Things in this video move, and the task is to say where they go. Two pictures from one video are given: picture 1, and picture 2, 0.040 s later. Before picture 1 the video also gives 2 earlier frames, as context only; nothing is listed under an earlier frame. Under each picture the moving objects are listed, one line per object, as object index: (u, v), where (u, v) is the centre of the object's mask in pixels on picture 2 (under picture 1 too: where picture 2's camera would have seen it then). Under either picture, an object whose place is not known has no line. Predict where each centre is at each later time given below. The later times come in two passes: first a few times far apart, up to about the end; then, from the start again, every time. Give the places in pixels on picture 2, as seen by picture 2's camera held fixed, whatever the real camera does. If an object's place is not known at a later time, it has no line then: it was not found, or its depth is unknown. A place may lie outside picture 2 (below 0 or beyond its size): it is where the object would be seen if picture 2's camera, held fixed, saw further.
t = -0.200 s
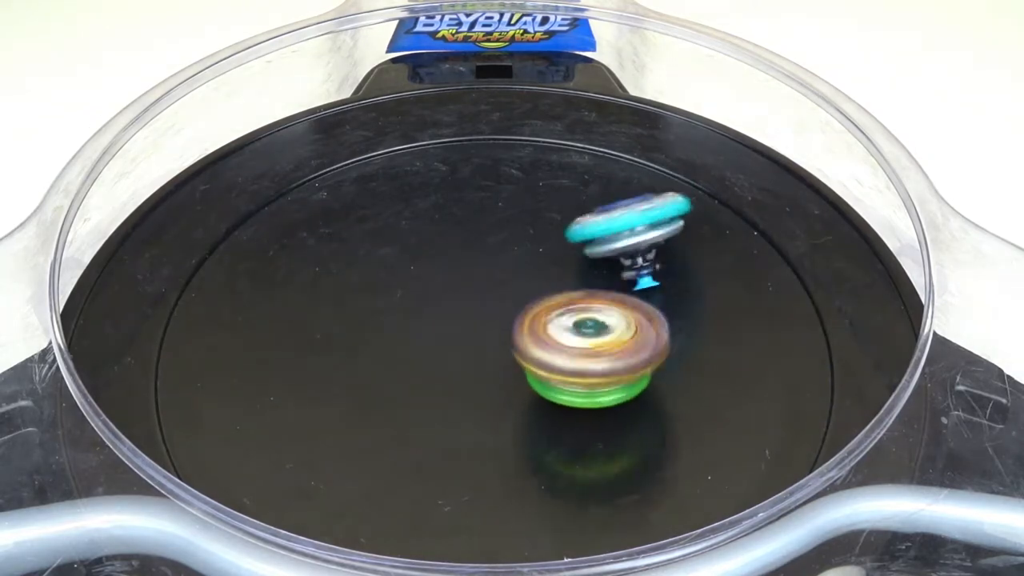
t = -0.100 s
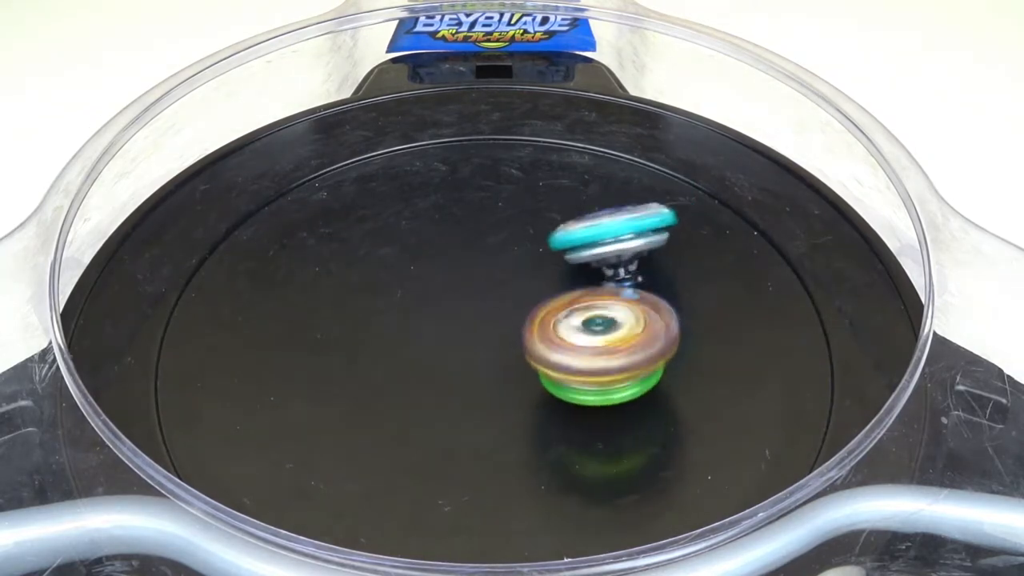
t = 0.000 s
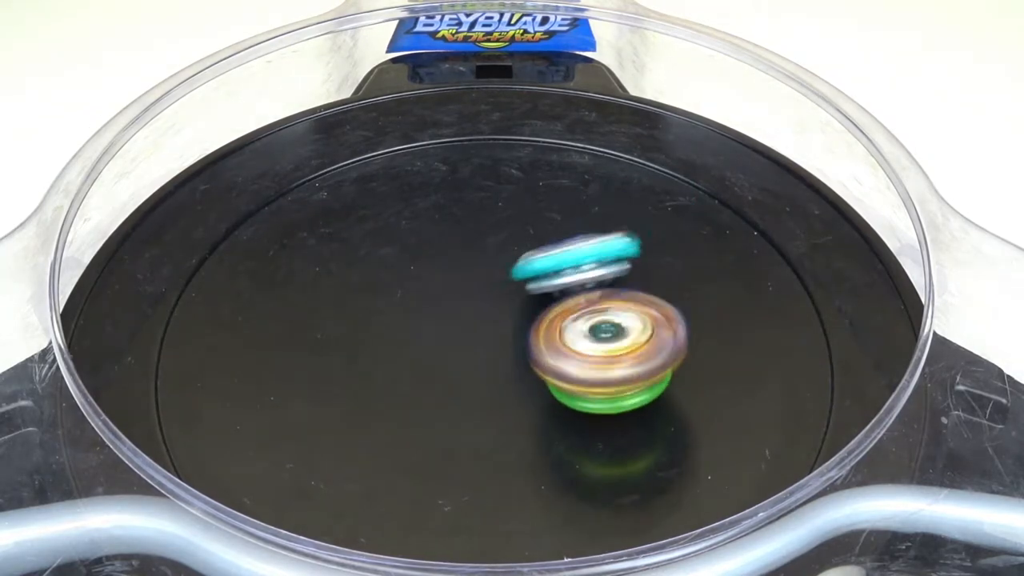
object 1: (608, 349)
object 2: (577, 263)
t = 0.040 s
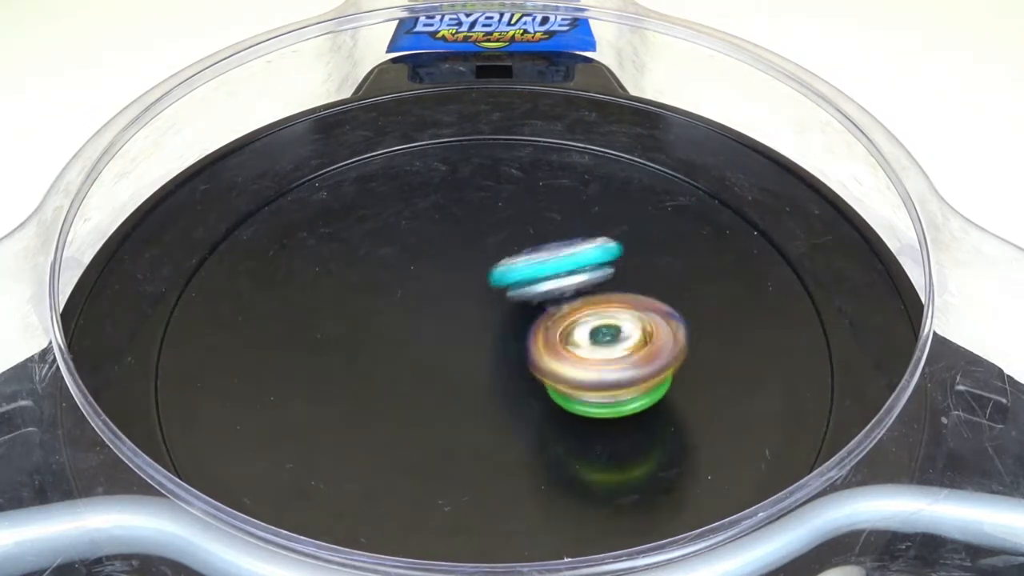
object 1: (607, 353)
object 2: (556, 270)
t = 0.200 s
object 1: (650, 386)
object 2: (372, 284)
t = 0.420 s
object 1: (616, 367)
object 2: (268, 350)
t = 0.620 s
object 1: (567, 338)
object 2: (359, 375)
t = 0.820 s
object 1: (493, 297)
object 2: (392, 410)
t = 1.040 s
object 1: (422, 271)
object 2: (388, 429)
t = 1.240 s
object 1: (410, 267)
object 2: (416, 385)
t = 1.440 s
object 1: (406, 282)
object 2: (578, 322)
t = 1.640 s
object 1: (433, 305)
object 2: (642, 275)
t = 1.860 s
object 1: (497, 352)
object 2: (573, 257)
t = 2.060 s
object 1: (541, 371)
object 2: (575, 235)
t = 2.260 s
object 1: (555, 361)
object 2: (569, 250)
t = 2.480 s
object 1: (588, 360)
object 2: (424, 298)
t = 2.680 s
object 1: (566, 349)
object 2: (329, 327)
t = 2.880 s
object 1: (524, 328)
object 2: (376, 353)
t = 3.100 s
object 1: (526, 316)
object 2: (360, 368)
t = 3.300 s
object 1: (525, 318)
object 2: (366, 337)
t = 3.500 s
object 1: (559, 320)
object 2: (428, 345)
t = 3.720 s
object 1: (598, 309)
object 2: (446, 379)
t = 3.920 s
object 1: (596, 301)
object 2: (476, 367)
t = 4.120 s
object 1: (571, 281)
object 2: (496, 389)
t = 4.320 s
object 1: (488, 289)
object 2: (505, 416)
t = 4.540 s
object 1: (409, 323)
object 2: (537, 397)
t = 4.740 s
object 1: (407, 361)
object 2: (552, 401)
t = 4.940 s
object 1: (420, 370)
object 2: (574, 378)
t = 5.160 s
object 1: (427, 348)
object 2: (547, 326)
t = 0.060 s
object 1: (611, 356)
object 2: (543, 280)
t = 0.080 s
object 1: (622, 367)
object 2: (519, 285)
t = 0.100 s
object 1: (633, 373)
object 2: (492, 280)
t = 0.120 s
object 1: (640, 379)
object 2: (467, 282)
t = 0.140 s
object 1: (647, 383)
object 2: (440, 291)
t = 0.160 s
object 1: (649, 386)
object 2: (416, 286)
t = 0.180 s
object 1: (651, 386)
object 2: (394, 283)
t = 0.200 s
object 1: (650, 386)
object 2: (372, 284)
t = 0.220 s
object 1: (649, 385)
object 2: (350, 296)
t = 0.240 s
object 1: (647, 384)
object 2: (329, 310)
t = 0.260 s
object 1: (645, 383)
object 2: (314, 304)
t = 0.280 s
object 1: (642, 381)
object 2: (300, 303)
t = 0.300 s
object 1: (638, 379)
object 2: (288, 310)
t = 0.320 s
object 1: (635, 377)
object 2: (278, 325)
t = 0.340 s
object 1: (631, 375)
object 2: (268, 341)
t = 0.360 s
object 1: (628, 373)
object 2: (264, 340)
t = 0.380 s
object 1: (623, 371)
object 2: (262, 343)
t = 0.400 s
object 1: (621, 368)
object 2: (262, 351)
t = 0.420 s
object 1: (616, 367)
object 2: (268, 350)
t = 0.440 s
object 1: (613, 363)
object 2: (275, 355)
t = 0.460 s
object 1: (608, 362)
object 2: (284, 366)
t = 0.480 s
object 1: (604, 359)
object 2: (290, 366)
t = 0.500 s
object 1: (598, 356)
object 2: (296, 360)
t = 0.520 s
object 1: (595, 353)
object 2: (304, 359)
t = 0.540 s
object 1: (589, 351)
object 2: (313, 362)
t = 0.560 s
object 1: (585, 348)
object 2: (324, 361)
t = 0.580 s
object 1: (579, 345)
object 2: (335, 363)
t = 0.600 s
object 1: (574, 342)
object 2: (348, 369)
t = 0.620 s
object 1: (567, 338)
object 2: (359, 375)
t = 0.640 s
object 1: (561, 334)
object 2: (368, 377)
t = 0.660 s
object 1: (554, 330)
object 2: (375, 381)
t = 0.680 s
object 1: (547, 326)
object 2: (383, 392)
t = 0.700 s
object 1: (539, 322)
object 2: (388, 398)
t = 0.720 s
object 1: (532, 318)
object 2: (391, 401)
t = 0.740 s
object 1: (524, 313)
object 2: (390, 403)
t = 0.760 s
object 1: (515, 310)
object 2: (389, 408)
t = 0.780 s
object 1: (508, 305)
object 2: (389, 410)
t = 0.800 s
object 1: (499, 302)
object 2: (390, 409)
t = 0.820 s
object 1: (493, 297)
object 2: (392, 410)
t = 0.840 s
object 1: (483, 295)
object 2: (394, 411)
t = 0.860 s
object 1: (477, 290)
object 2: (396, 414)
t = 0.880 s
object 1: (468, 288)
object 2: (395, 415)
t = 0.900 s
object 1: (462, 284)
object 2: (395, 418)
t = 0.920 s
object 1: (454, 282)
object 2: (394, 419)
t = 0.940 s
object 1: (449, 279)
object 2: (394, 422)
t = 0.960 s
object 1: (441, 277)
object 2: (393, 423)
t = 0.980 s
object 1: (437, 275)
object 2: (393, 427)
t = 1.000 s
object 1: (430, 273)
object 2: (391, 428)
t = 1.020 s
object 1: (427, 272)
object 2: (390, 432)
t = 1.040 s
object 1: (422, 271)
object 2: (388, 429)
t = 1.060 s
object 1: (420, 270)
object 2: (387, 431)
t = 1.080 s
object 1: (415, 270)
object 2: (389, 429)
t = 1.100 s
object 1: (415, 270)
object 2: (391, 431)
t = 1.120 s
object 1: (412, 270)
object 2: (393, 422)
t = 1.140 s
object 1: (413, 271)
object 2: (396, 420)
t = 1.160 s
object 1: (411, 271)
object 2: (399, 419)
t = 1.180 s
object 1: (412, 269)
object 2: (402, 403)
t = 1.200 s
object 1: (411, 266)
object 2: (405, 390)
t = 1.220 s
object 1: (412, 267)
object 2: (409, 388)
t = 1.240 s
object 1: (410, 267)
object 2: (416, 385)
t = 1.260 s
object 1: (410, 266)
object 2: (429, 374)
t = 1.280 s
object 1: (407, 266)
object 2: (440, 368)
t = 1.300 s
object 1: (404, 270)
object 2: (456, 367)
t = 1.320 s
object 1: (402, 271)
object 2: (470, 361)
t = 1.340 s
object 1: (400, 275)
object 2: (488, 355)
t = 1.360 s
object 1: (401, 277)
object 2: (508, 354)
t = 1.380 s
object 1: (402, 278)
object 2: (526, 346)
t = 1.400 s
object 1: (403, 279)
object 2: (543, 331)
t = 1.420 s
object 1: (405, 280)
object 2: (561, 322)
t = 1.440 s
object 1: (406, 282)
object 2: (578, 322)
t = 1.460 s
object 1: (408, 284)
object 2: (591, 316)
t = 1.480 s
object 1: (410, 286)
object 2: (602, 304)
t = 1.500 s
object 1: (411, 287)
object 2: (612, 296)
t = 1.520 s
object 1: (413, 290)
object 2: (623, 295)
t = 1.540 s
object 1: (415, 291)
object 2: (629, 288)
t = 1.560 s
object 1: (418, 294)
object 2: (635, 279)
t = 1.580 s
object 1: (420, 296)
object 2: (639, 279)
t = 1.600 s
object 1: (424, 299)
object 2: (641, 276)
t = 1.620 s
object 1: (427, 302)
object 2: (643, 276)
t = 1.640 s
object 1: (433, 305)
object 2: (642, 275)
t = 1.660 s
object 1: (437, 308)
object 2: (641, 274)
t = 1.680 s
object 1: (443, 311)
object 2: (637, 279)
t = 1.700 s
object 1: (449, 315)
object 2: (630, 274)
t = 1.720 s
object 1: (455, 318)
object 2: (625, 271)
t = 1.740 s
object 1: (462, 322)
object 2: (616, 277)
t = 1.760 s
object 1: (469, 324)
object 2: (608, 277)
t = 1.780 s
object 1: (476, 328)
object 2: (601, 278)
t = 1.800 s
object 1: (483, 331)
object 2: (593, 274)
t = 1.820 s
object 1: (488, 340)
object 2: (586, 269)
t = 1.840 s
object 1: (491, 346)
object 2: (579, 264)
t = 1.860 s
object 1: (497, 352)
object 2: (573, 257)
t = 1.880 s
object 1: (502, 356)
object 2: (571, 251)
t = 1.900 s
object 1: (508, 361)
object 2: (569, 250)
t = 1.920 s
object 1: (513, 364)
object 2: (571, 246)
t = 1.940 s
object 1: (518, 366)
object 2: (572, 243)
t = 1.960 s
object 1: (523, 369)
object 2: (572, 241)
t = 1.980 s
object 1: (528, 370)
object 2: (572, 240)
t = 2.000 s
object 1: (532, 371)
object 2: (572, 239)
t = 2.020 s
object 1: (535, 371)
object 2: (573, 237)
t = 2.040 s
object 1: (538, 371)
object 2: (573, 236)
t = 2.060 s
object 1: (541, 371)
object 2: (575, 235)
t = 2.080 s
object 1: (544, 371)
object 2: (578, 233)
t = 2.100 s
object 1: (546, 370)
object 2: (581, 230)
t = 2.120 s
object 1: (548, 369)
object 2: (583, 233)
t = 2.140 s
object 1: (550, 368)
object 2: (584, 234)
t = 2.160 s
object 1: (550, 367)
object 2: (582, 231)
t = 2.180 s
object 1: (552, 366)
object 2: (580, 233)
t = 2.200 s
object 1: (553, 366)
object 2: (578, 233)
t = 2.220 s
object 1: (554, 363)
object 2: (575, 232)
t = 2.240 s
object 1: (555, 363)
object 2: (572, 240)
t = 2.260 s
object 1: (555, 361)
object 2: (569, 250)
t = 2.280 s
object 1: (556, 359)
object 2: (563, 252)
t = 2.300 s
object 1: (556, 357)
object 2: (554, 254)
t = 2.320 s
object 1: (557, 356)
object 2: (545, 257)
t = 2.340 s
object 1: (556, 353)
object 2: (537, 261)
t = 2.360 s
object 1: (556, 351)
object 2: (527, 265)
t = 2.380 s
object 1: (558, 350)
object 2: (517, 269)
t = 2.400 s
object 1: (567, 353)
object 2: (499, 277)
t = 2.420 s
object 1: (576, 357)
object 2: (481, 286)
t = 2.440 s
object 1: (581, 359)
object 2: (462, 288)
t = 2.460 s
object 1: (585, 360)
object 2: (444, 295)
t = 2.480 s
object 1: (588, 360)
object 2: (424, 298)
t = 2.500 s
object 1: (587, 358)
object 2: (407, 302)
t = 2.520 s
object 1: (585, 357)
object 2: (391, 306)
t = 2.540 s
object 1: (583, 357)
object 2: (378, 310)
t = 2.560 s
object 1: (579, 355)
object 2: (364, 318)
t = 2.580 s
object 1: (578, 354)
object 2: (353, 319)
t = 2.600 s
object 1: (575, 354)
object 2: (345, 319)
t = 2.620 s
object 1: (573, 352)
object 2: (339, 323)
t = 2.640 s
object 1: (571, 351)
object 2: (333, 326)
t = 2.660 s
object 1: (567, 350)
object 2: (330, 326)
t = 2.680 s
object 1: (566, 349)
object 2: (329, 327)
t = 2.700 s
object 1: (562, 348)
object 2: (330, 329)
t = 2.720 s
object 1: (559, 346)
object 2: (333, 328)
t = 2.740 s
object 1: (556, 345)
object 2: (336, 332)
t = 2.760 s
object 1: (551, 344)
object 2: (341, 335)
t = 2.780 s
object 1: (546, 342)
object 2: (347, 335)
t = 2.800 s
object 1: (539, 341)
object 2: (354, 336)
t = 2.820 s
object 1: (533, 339)
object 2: (361, 339)
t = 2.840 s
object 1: (527, 337)
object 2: (368, 338)
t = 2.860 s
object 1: (521, 335)
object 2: (376, 344)
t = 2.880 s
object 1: (524, 328)
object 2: (376, 353)
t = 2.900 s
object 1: (527, 324)
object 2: (384, 359)
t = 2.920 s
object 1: (528, 319)
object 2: (388, 364)
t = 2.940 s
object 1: (530, 317)
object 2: (391, 375)
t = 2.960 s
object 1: (531, 314)
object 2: (385, 380)
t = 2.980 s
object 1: (530, 313)
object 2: (381, 383)
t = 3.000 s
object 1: (530, 313)
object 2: (374, 383)
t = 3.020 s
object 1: (528, 313)
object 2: (369, 381)
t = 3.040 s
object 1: (527, 314)
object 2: (366, 377)
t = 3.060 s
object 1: (527, 315)
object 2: (365, 374)
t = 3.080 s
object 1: (526, 315)
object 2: (362, 370)
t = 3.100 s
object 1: (526, 316)
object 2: (360, 368)
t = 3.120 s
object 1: (526, 316)
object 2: (355, 365)
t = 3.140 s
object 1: (526, 316)
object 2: (355, 362)
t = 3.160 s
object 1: (526, 316)
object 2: (351, 364)
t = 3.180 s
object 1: (526, 316)
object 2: (350, 361)
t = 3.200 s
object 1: (525, 316)
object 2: (347, 360)
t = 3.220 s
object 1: (525, 316)
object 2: (346, 354)
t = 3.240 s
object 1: (525, 317)
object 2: (347, 346)
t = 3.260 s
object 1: (524, 317)
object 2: (353, 344)
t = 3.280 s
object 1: (525, 318)
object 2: (359, 344)
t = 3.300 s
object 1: (525, 318)
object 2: (366, 337)
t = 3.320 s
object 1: (524, 318)
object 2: (373, 334)
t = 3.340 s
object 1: (525, 318)
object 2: (380, 332)
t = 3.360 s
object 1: (530, 318)
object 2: (384, 332)
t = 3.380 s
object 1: (536, 317)
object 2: (386, 330)
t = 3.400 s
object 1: (541, 319)
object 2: (393, 326)
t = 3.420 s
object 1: (545, 319)
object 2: (400, 329)
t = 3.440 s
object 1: (548, 320)
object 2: (407, 333)
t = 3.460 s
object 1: (552, 320)
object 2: (415, 333)
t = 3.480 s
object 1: (555, 320)
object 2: (421, 338)
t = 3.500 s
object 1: (559, 320)
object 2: (428, 345)
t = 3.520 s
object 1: (561, 320)
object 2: (436, 353)
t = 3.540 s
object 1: (562, 320)
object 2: (445, 356)
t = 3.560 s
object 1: (564, 319)
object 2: (450, 360)
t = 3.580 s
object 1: (570, 320)
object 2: (448, 360)
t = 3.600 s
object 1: (576, 317)
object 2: (443, 363)
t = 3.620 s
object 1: (582, 316)
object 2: (439, 367)
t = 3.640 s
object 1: (587, 314)
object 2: (441, 371)
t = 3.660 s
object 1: (592, 313)
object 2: (444, 376)
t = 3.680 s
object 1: (594, 311)
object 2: (444, 380)
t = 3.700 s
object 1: (596, 310)
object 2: (445, 379)
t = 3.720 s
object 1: (598, 309)
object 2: (446, 379)
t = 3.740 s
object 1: (598, 308)
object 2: (445, 380)
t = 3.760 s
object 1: (597, 307)
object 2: (448, 377)
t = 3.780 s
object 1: (597, 307)
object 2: (452, 374)
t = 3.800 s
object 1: (597, 306)
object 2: (455, 372)
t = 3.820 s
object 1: (595, 306)
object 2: (459, 372)
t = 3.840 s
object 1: (596, 306)
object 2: (463, 369)
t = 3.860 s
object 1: (595, 306)
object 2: (467, 368)
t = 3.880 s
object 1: (595, 304)
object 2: (472, 365)
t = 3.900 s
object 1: (596, 303)
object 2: (475, 367)
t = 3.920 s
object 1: (596, 301)
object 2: (476, 367)
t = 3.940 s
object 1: (594, 300)
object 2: (477, 369)
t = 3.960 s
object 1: (593, 299)
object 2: (479, 369)
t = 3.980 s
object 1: (591, 298)
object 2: (482, 367)
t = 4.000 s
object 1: (588, 298)
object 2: (486, 367)
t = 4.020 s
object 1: (586, 296)
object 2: (488, 367)
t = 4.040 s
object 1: (584, 295)
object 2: (491, 370)
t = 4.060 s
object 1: (582, 292)
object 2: (493, 374)
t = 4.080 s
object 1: (580, 288)
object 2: (492, 379)
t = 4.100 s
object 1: (576, 284)
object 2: (494, 385)
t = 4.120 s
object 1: (571, 281)
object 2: (496, 389)
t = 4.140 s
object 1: (565, 280)
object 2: (499, 395)
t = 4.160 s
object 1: (559, 279)
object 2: (499, 399)
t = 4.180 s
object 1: (552, 279)
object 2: (499, 403)
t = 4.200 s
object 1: (544, 279)
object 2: (500, 406)
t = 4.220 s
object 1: (534, 279)
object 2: (500, 410)
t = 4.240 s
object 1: (525, 280)
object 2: (501, 413)
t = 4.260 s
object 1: (516, 282)
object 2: (502, 414)
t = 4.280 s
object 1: (506, 283)
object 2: (503, 415)
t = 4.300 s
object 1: (496, 285)
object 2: (503, 416)
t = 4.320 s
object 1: (488, 289)
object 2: (505, 416)
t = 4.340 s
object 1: (477, 290)
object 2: (506, 415)
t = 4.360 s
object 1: (467, 293)
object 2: (507, 413)
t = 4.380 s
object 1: (459, 295)
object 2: (509, 411)
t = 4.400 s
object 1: (451, 298)
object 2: (512, 409)
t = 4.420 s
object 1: (444, 302)
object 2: (514, 406)
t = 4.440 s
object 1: (435, 304)
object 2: (517, 404)
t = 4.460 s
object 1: (429, 308)
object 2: (521, 402)
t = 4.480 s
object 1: (423, 312)
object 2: (525, 400)
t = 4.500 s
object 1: (418, 316)
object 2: (529, 398)
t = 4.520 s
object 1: (413, 320)
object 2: (533, 397)
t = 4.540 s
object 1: (409, 323)
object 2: (537, 397)
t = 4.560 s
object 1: (405, 328)
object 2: (542, 397)
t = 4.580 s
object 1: (403, 332)
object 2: (545, 398)
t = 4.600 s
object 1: (400, 336)
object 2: (548, 399)
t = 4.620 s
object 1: (399, 339)
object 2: (550, 400)
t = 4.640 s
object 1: (399, 344)
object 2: (552, 401)
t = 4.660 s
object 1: (399, 347)
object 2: (553, 401)
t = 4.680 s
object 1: (401, 350)
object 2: (554, 401)
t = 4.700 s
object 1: (403, 353)
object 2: (554, 401)
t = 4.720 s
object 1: (405, 358)
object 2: (553, 401)
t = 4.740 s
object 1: (407, 361)
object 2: (552, 401)
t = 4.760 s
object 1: (408, 363)
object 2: (555, 402)
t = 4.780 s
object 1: (408, 366)
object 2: (556, 401)
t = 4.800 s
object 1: (410, 368)
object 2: (558, 398)
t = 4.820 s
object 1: (412, 369)
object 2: (558, 396)
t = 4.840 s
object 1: (416, 369)
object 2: (558, 395)
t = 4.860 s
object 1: (421, 370)
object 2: (557, 393)
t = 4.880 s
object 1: (424, 371)
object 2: (558, 391)
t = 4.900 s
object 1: (423, 371)
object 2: (566, 386)
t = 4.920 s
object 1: (421, 371)
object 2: (572, 383)
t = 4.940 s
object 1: (420, 370)
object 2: (574, 378)
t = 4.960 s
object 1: (420, 370)
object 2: (575, 373)
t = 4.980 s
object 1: (420, 369)
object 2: (573, 368)
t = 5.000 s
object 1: (419, 369)
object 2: (571, 364)
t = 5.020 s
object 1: (420, 366)
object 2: (569, 358)
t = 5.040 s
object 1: (422, 364)
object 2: (567, 354)
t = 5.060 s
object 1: (424, 362)
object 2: (564, 349)
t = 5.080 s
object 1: (427, 359)
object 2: (560, 344)
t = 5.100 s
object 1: (428, 357)
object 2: (555, 339)
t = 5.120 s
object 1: (430, 353)
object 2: (551, 335)
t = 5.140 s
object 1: (430, 350)
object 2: (548, 332)
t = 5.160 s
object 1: (427, 348)
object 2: (547, 326)
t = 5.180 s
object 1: (426, 344)
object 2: (546, 321)
